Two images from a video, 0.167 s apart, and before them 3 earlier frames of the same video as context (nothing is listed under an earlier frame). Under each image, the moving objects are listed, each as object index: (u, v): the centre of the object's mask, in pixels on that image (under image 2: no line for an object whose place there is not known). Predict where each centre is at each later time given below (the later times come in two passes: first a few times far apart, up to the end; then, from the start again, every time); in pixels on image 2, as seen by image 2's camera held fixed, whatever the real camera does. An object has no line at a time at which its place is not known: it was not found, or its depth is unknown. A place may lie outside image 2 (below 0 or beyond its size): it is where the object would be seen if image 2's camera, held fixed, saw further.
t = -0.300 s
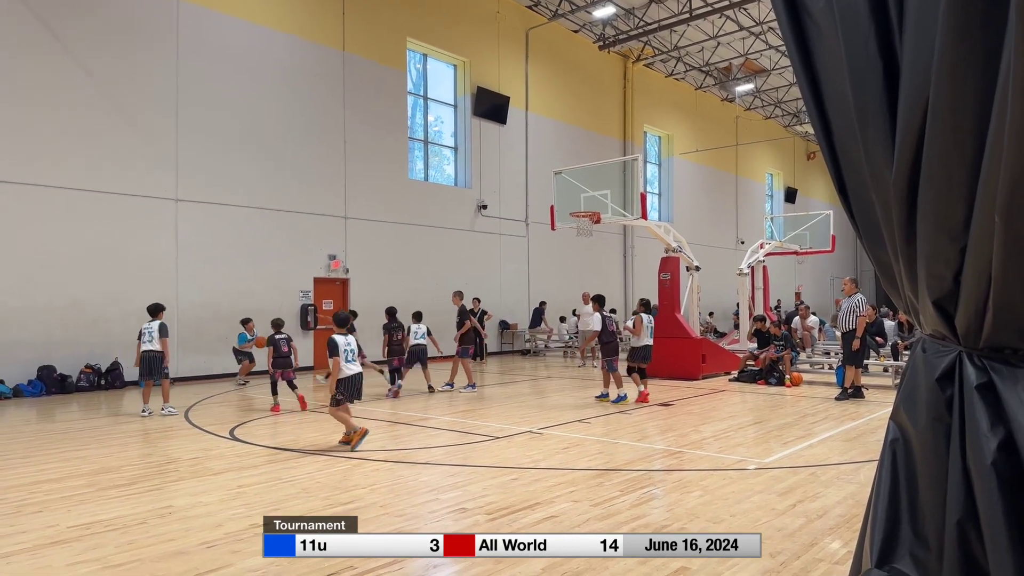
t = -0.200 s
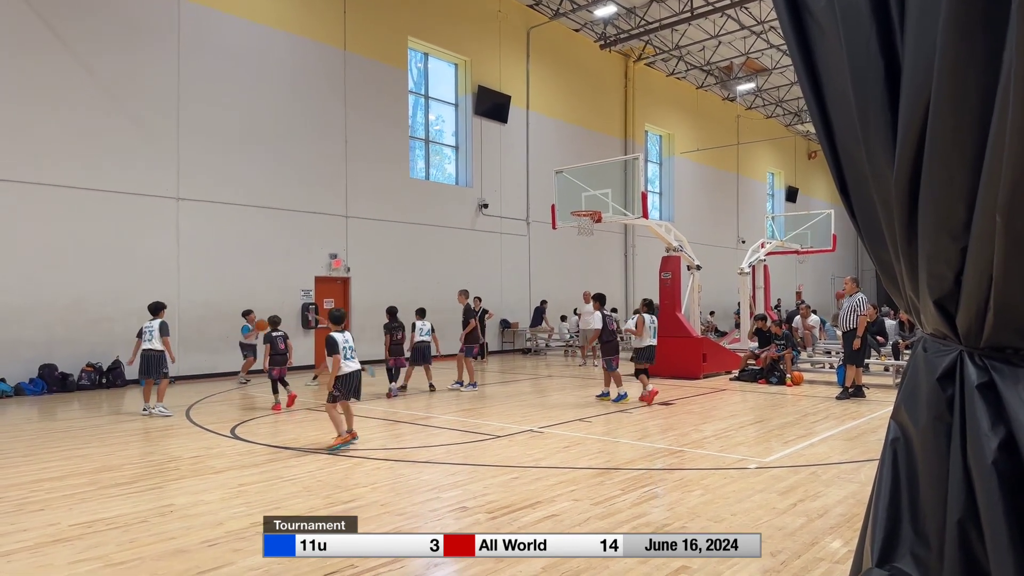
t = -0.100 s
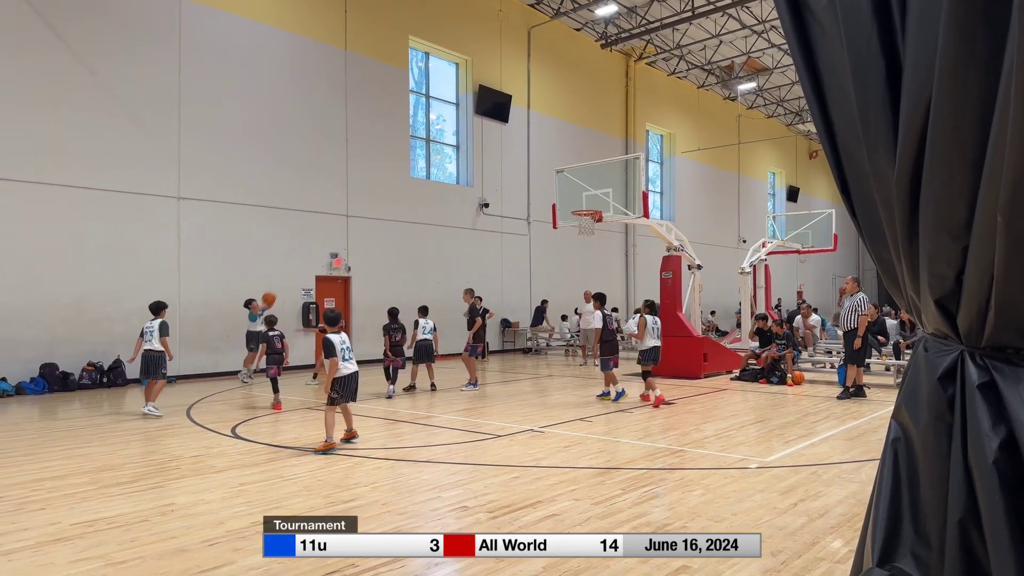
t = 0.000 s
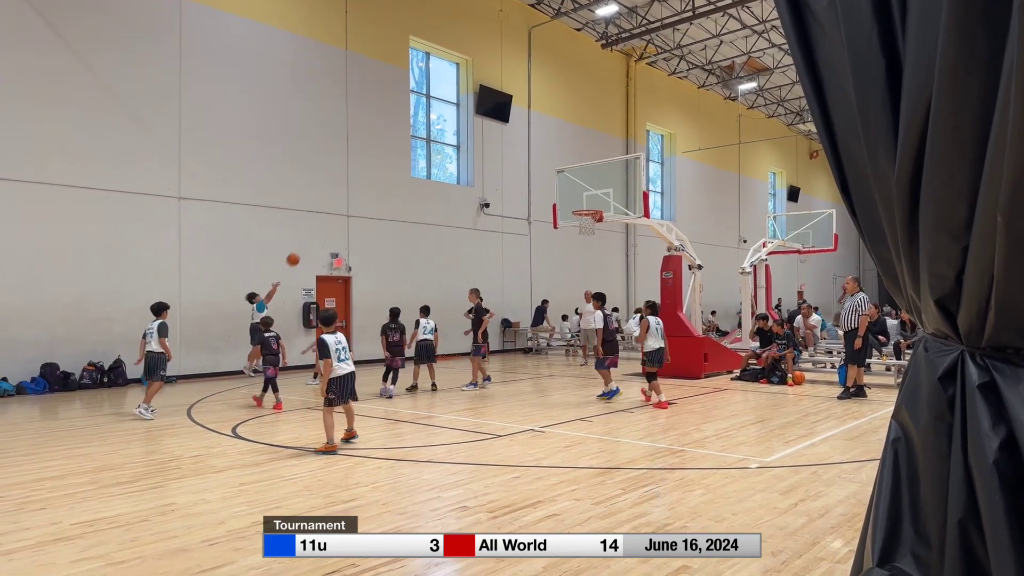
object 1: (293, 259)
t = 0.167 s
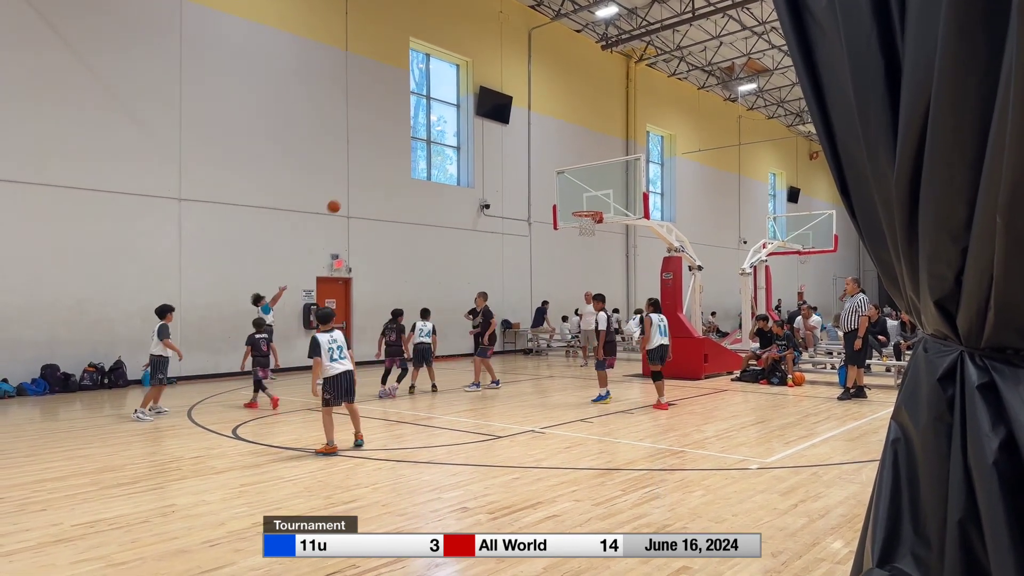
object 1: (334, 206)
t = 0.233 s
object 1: (349, 189)
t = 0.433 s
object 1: (396, 148)
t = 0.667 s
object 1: (452, 128)
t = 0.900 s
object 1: (508, 137)
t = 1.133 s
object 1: (566, 178)
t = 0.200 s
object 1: (341, 197)
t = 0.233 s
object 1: (349, 189)
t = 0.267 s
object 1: (357, 180)
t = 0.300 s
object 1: (365, 173)
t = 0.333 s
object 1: (373, 166)
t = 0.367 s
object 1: (381, 160)
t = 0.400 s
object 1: (389, 154)
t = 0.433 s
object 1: (396, 148)
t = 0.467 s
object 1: (404, 144)
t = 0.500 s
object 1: (412, 140)
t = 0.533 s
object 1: (420, 136)
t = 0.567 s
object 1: (428, 134)
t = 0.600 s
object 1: (436, 131)
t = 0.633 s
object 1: (444, 129)
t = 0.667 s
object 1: (452, 128)
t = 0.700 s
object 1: (460, 128)
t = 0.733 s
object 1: (468, 128)
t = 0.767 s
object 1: (475, 129)
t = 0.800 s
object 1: (484, 130)
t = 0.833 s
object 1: (492, 131)
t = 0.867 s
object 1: (500, 134)
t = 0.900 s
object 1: (508, 137)
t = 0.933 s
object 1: (516, 141)
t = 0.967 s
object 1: (524, 146)
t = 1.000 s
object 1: (533, 151)
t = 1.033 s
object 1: (541, 156)
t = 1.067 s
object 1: (549, 163)
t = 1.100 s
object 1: (558, 170)
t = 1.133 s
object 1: (566, 178)
